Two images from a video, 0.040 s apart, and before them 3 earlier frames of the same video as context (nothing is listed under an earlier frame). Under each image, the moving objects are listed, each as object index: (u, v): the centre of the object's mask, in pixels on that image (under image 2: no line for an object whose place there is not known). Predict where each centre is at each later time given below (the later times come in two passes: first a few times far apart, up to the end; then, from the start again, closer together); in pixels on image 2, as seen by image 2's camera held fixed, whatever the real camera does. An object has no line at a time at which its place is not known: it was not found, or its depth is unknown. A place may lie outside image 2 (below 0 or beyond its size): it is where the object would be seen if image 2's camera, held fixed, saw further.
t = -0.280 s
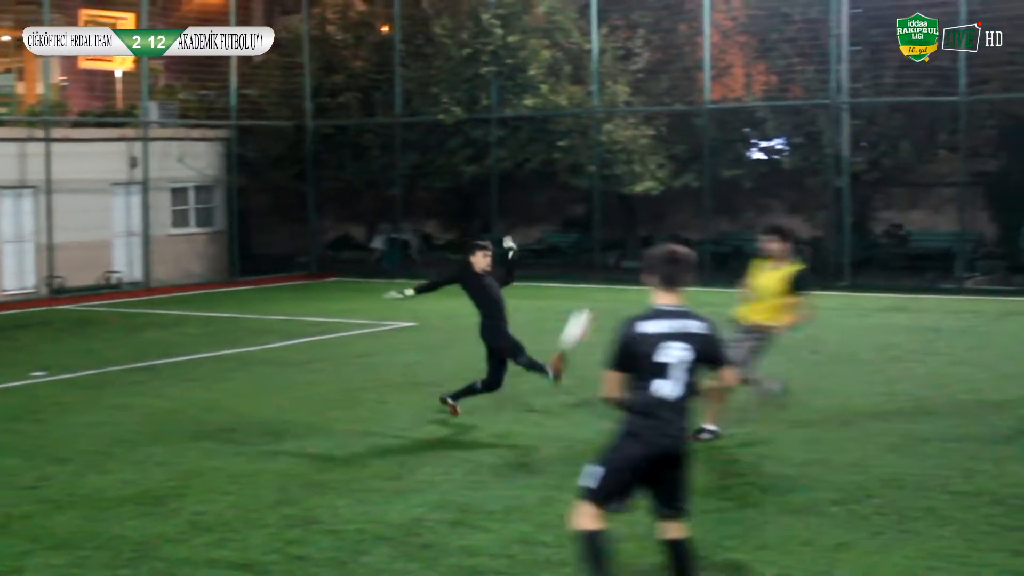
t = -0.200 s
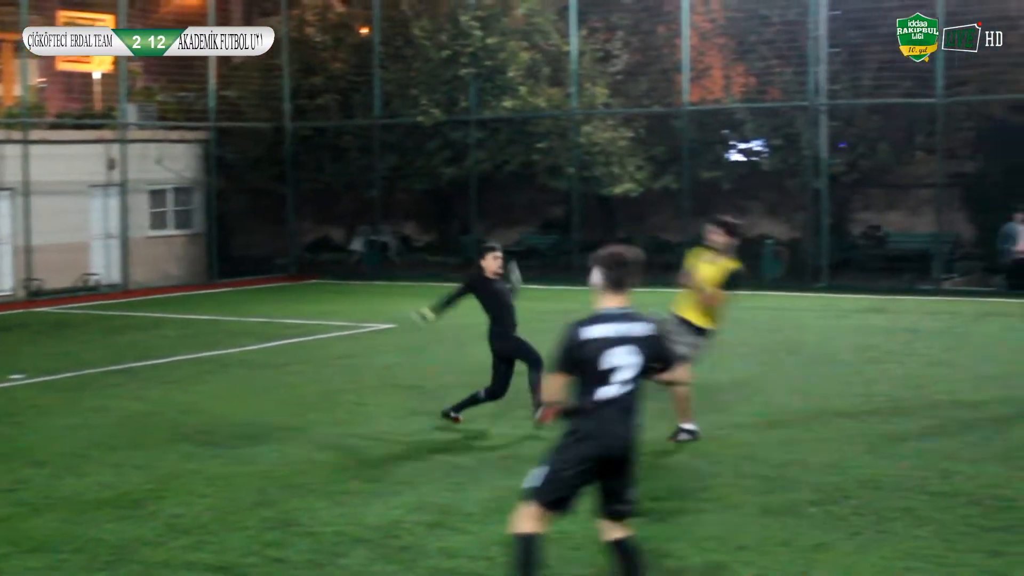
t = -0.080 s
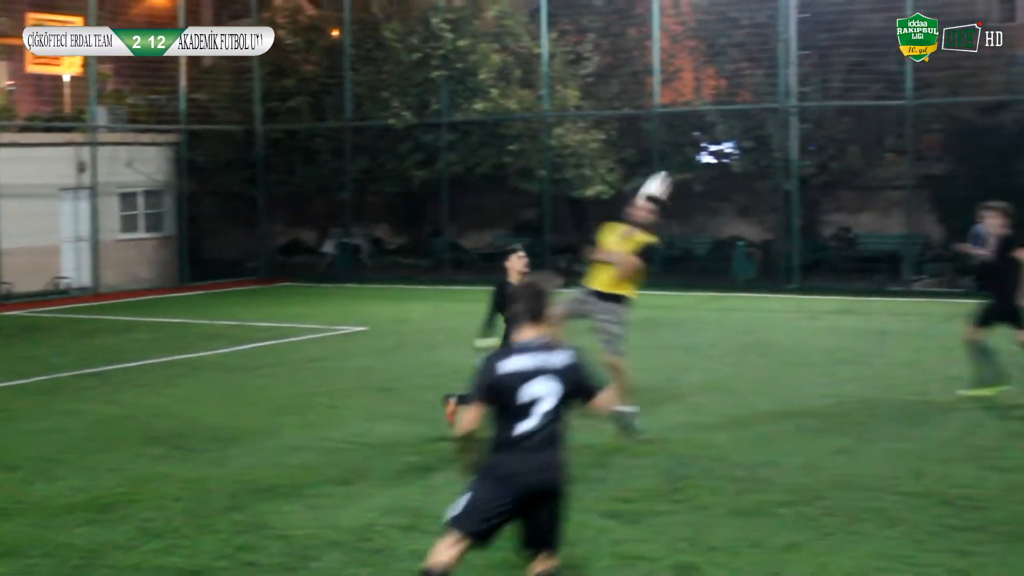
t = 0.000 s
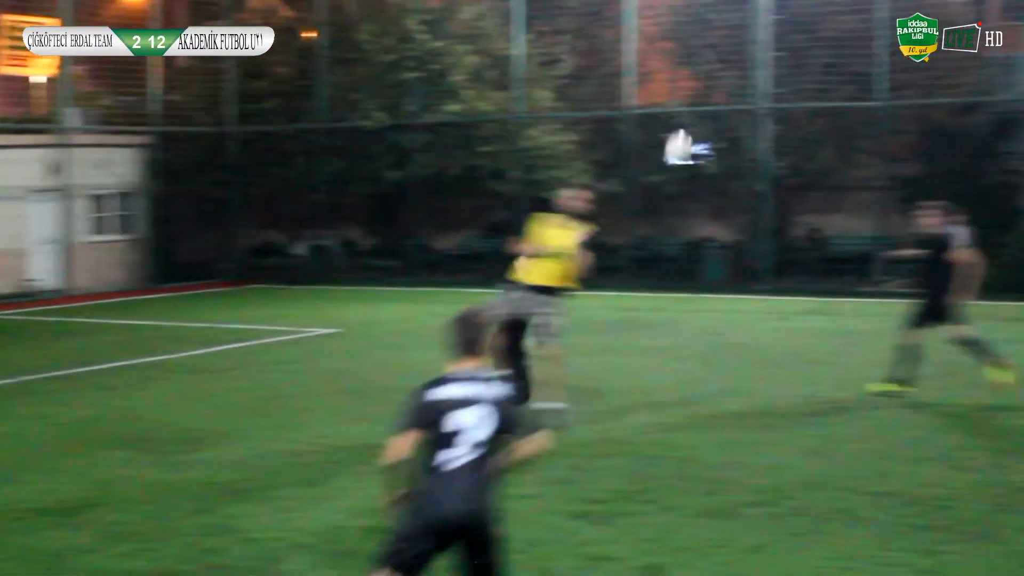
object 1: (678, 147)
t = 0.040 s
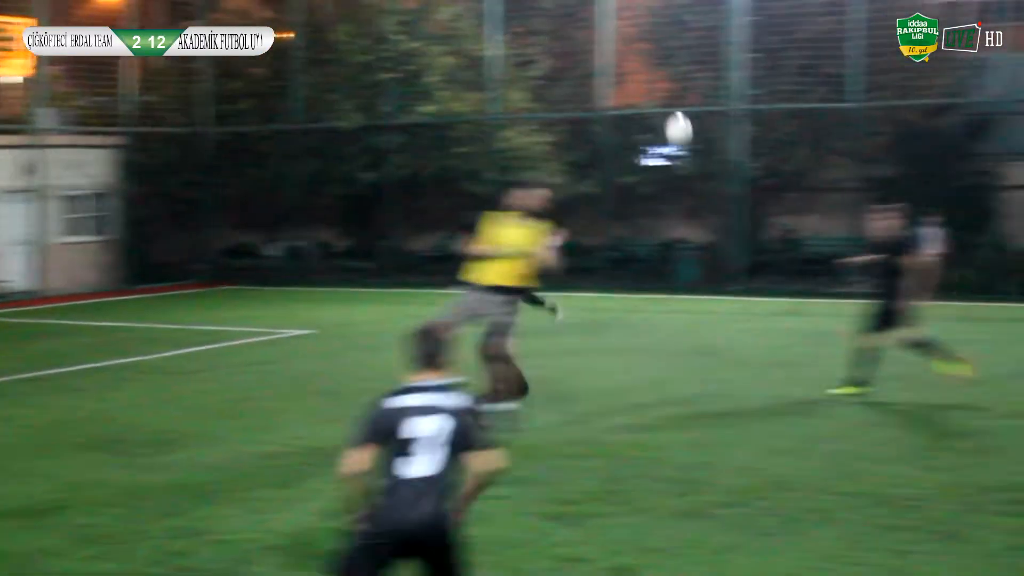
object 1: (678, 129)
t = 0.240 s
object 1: (801, 61)
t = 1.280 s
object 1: (1449, 357)
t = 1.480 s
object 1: (1518, 260)
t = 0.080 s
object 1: (701, 113)
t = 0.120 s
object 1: (724, 97)
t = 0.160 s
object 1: (751, 83)
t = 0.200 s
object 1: (777, 71)
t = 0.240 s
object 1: (801, 61)
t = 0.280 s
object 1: (827, 53)
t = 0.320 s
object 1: (854, 47)
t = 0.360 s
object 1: (880, 42)
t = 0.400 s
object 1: (906, 40)
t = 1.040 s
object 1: (1322, 294)
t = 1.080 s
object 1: (1350, 331)
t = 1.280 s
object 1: (1449, 357)
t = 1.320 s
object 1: (1463, 332)
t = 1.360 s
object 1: (1478, 309)
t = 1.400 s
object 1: (1491, 292)
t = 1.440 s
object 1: (1504, 273)
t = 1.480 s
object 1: (1518, 260)
